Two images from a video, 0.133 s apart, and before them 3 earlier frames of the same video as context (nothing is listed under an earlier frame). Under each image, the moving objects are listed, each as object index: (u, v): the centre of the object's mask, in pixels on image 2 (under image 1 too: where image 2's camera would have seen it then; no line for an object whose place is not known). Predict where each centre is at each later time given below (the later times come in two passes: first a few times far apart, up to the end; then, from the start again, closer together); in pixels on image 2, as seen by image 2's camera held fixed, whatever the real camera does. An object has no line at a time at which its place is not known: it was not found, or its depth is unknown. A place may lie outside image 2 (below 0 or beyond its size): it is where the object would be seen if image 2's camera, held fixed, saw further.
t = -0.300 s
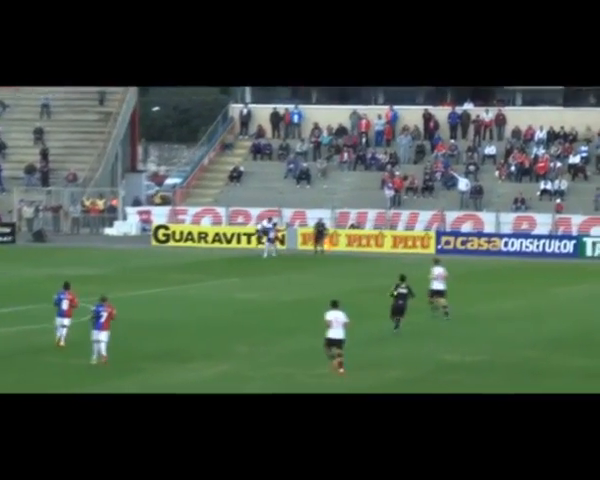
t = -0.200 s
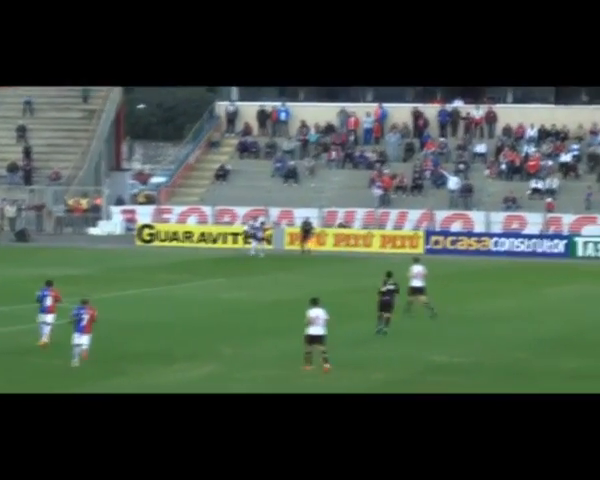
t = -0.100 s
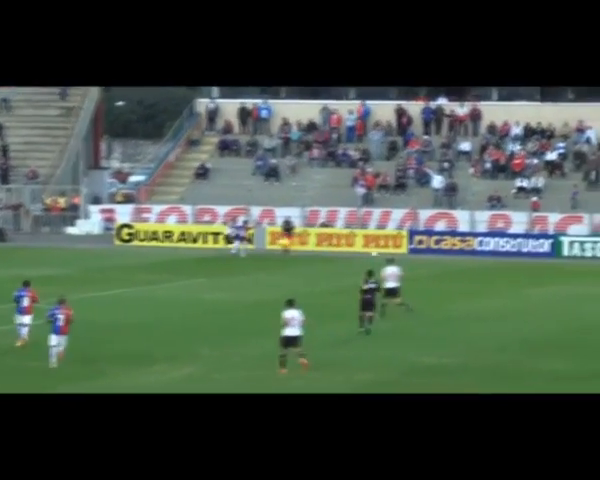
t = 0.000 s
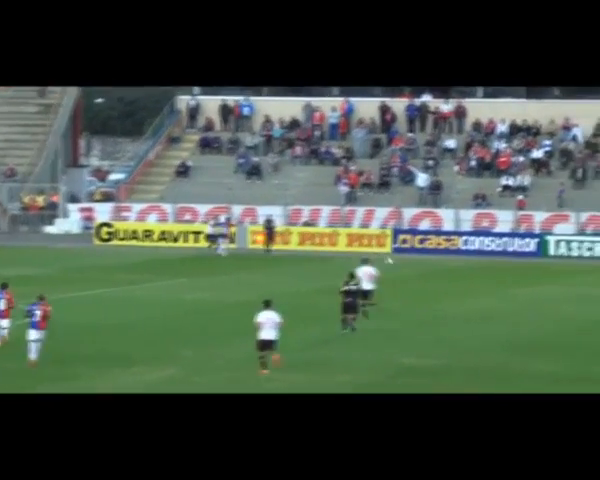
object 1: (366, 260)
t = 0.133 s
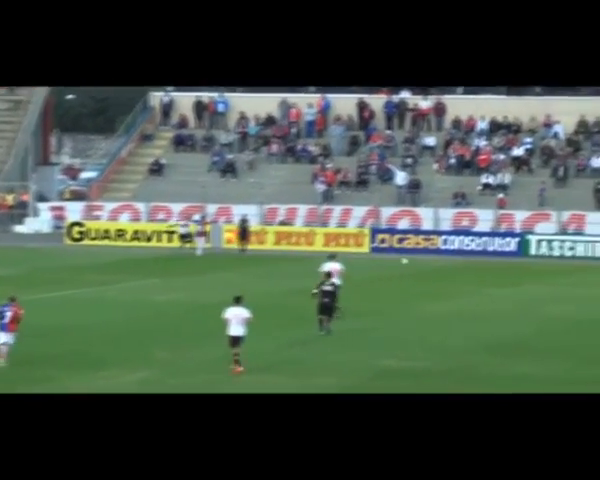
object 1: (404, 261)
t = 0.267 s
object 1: (439, 264)
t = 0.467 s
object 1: (487, 267)
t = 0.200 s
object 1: (421, 262)
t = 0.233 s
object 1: (430, 263)
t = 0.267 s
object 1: (439, 264)
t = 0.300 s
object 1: (448, 266)
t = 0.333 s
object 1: (456, 267)
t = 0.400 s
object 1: (472, 267)
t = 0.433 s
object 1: (480, 267)
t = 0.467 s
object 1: (487, 267)
